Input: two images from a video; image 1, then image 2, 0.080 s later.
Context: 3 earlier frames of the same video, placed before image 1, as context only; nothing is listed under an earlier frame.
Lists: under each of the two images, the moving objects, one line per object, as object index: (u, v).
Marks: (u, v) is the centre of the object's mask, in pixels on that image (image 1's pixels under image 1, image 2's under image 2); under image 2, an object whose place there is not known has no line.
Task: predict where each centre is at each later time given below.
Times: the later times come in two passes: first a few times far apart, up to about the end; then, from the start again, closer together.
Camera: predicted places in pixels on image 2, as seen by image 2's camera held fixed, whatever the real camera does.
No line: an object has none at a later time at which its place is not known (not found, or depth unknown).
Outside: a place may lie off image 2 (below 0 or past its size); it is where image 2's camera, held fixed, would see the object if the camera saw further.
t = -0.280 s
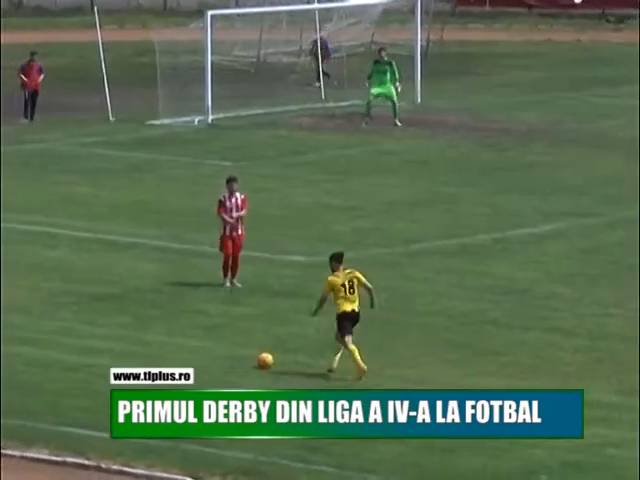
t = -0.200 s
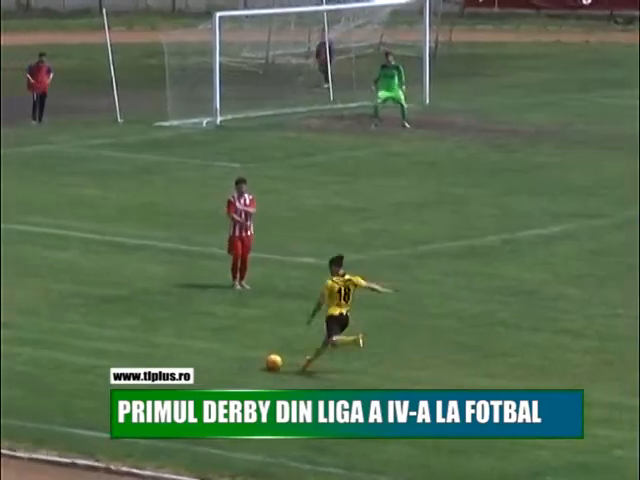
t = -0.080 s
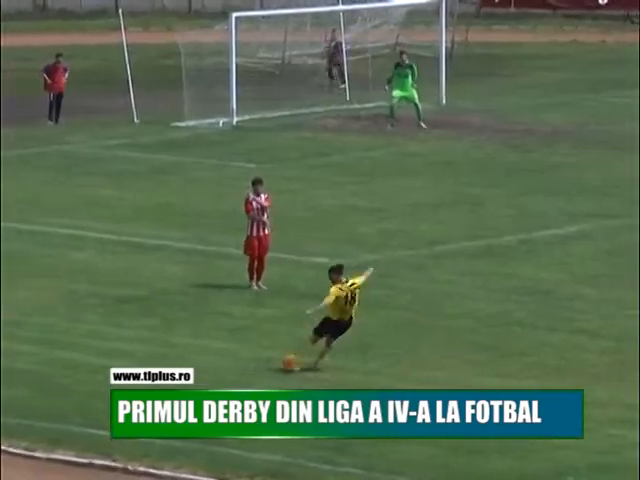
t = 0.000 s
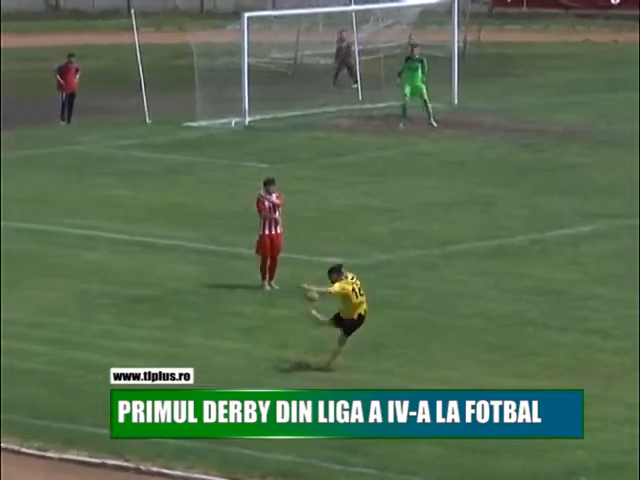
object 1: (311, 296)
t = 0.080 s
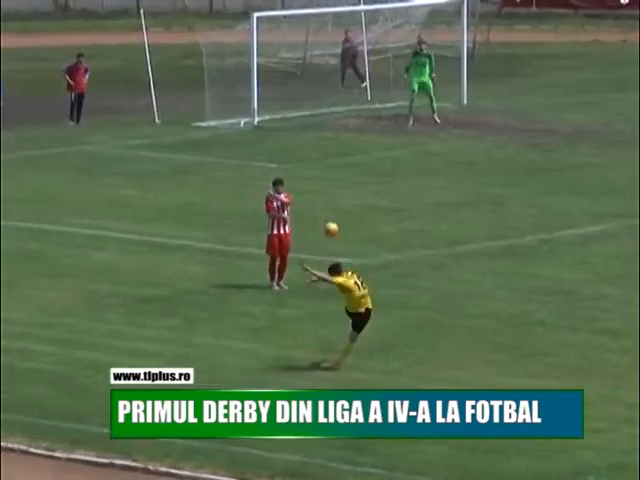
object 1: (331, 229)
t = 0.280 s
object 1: (365, 107)
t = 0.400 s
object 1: (389, 56)
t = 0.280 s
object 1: (365, 107)
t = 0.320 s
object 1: (372, 89)
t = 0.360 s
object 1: (382, 70)
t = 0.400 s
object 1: (389, 56)
